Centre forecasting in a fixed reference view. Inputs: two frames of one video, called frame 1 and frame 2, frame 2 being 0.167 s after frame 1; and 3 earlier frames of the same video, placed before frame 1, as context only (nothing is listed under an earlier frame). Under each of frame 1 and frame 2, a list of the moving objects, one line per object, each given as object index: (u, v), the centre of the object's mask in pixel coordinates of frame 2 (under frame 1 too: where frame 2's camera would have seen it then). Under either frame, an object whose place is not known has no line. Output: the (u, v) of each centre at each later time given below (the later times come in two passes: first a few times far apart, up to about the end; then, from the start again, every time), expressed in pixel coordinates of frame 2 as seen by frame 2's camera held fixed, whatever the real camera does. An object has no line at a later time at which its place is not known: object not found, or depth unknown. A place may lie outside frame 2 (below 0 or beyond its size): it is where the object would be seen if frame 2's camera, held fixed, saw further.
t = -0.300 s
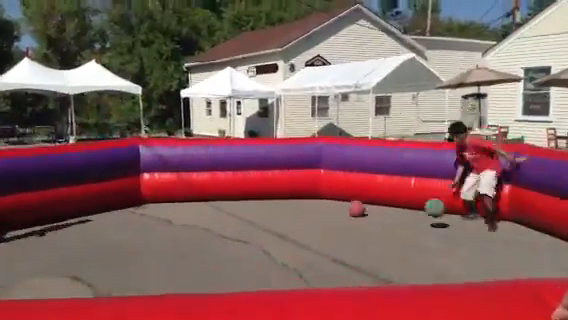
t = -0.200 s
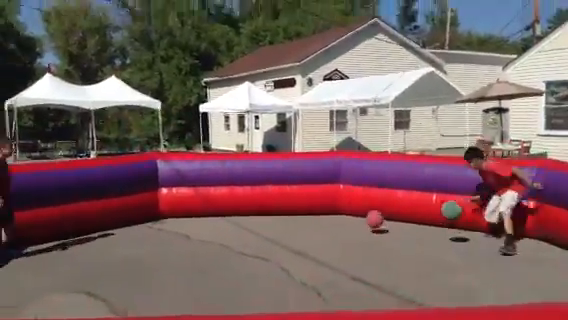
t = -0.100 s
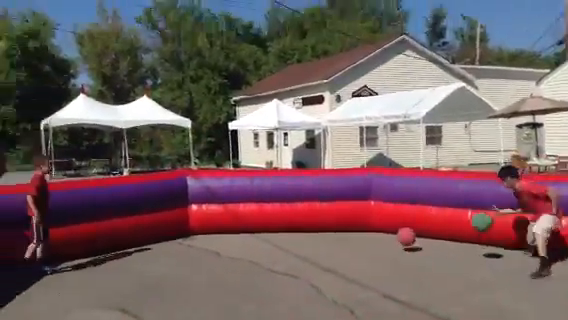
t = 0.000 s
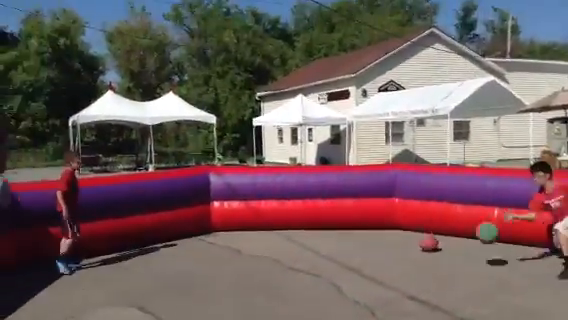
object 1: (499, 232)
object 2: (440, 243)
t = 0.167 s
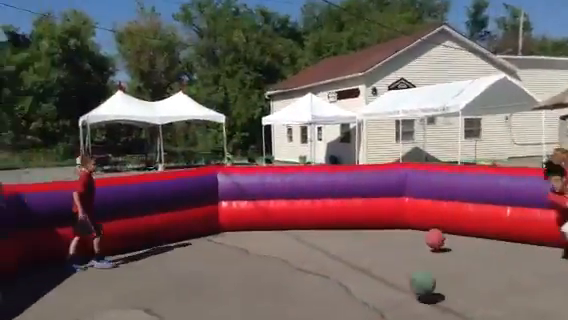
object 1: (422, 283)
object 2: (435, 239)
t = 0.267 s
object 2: (431, 244)
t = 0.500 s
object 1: (250, 296)
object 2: (426, 246)
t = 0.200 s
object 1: (409, 278)
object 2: (434, 240)
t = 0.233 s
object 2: (433, 242)
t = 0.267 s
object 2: (431, 244)
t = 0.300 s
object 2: (431, 244)
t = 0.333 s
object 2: (430, 244)
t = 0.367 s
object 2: (428, 242)
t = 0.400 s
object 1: (316, 272)
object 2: (428, 243)
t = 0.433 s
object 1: (296, 278)
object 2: (427, 243)
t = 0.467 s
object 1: (274, 285)
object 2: (427, 244)
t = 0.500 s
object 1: (250, 296)
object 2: (426, 246)
